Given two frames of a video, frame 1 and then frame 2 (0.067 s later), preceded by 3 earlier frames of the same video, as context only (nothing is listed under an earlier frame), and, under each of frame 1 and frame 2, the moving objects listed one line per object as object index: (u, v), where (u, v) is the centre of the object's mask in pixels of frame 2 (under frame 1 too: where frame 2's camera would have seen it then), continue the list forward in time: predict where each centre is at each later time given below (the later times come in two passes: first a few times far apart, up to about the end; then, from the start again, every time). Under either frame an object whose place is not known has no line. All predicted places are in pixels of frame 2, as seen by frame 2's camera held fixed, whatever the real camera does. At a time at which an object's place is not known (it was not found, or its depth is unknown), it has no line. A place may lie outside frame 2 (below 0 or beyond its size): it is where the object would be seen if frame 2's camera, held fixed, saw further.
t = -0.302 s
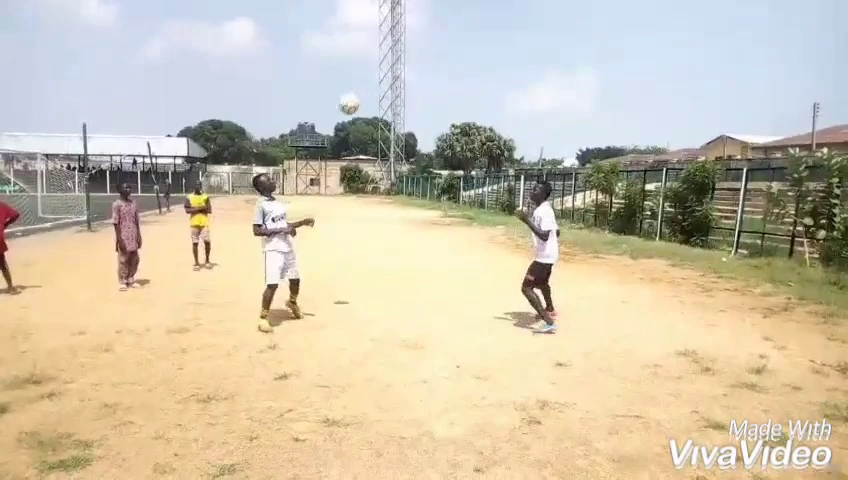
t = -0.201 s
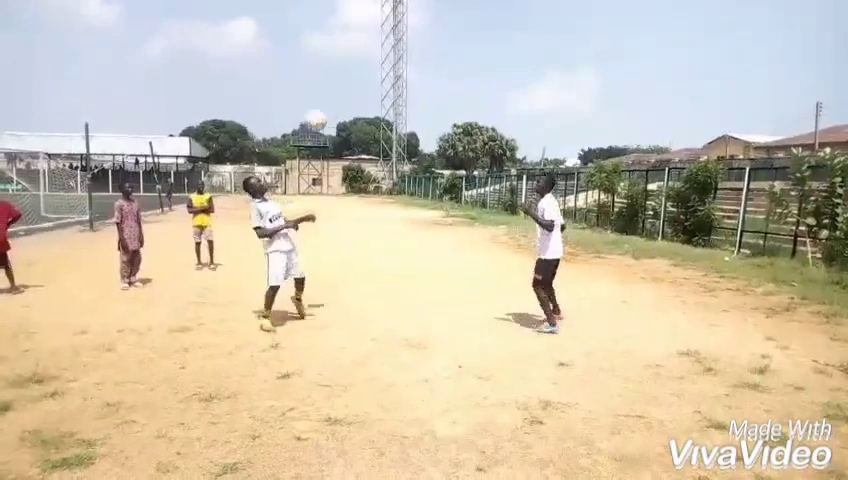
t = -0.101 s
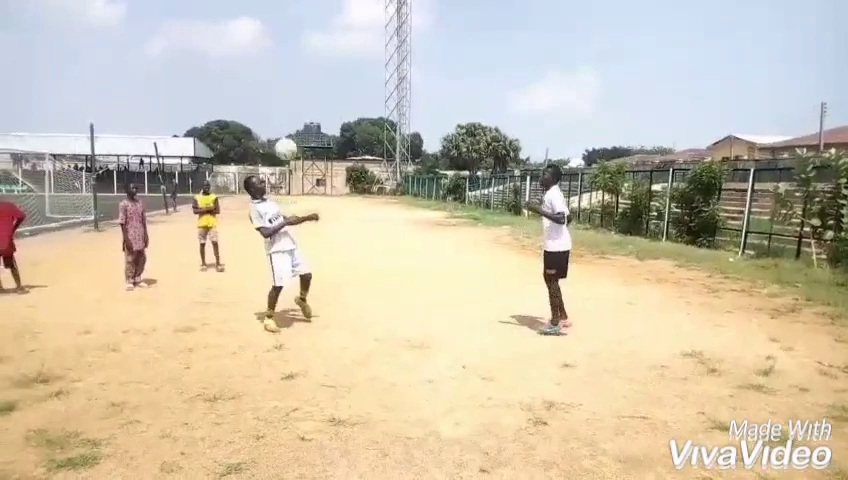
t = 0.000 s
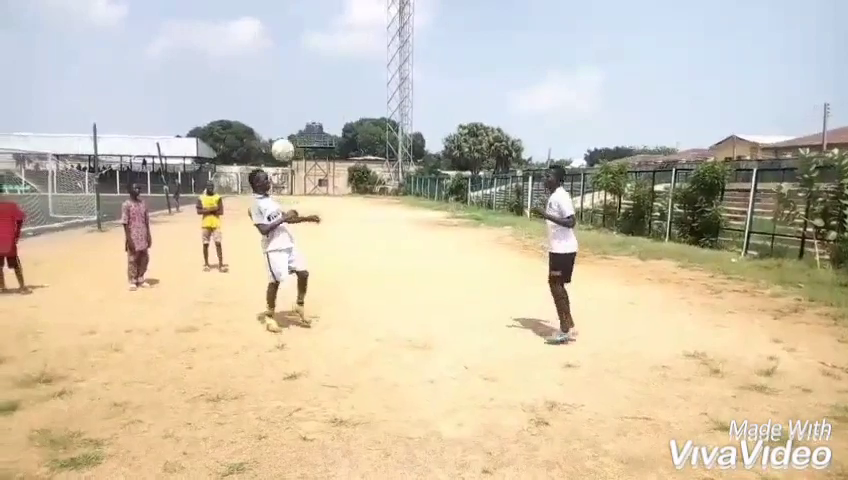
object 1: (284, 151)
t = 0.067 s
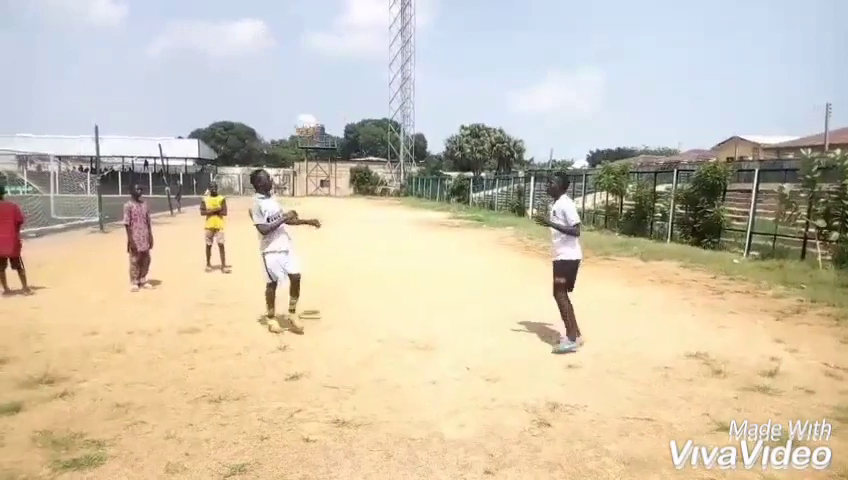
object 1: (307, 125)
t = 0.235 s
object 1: (359, 78)
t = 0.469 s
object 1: (441, 54)
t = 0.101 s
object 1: (316, 114)
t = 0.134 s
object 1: (327, 103)
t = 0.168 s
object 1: (337, 93)
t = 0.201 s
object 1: (348, 84)
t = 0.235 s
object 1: (359, 78)
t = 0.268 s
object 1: (371, 70)
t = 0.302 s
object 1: (382, 65)
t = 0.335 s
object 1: (394, 61)
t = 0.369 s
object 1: (406, 57)
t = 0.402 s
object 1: (419, 55)
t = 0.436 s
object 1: (430, 54)
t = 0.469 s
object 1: (441, 54)
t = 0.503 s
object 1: (454, 57)
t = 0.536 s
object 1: (467, 59)
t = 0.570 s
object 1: (480, 63)
